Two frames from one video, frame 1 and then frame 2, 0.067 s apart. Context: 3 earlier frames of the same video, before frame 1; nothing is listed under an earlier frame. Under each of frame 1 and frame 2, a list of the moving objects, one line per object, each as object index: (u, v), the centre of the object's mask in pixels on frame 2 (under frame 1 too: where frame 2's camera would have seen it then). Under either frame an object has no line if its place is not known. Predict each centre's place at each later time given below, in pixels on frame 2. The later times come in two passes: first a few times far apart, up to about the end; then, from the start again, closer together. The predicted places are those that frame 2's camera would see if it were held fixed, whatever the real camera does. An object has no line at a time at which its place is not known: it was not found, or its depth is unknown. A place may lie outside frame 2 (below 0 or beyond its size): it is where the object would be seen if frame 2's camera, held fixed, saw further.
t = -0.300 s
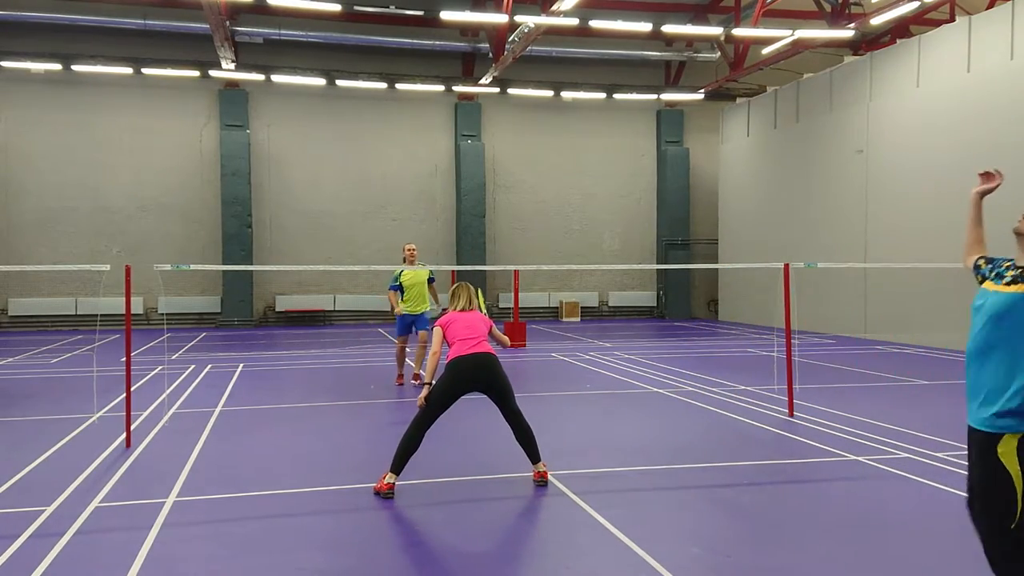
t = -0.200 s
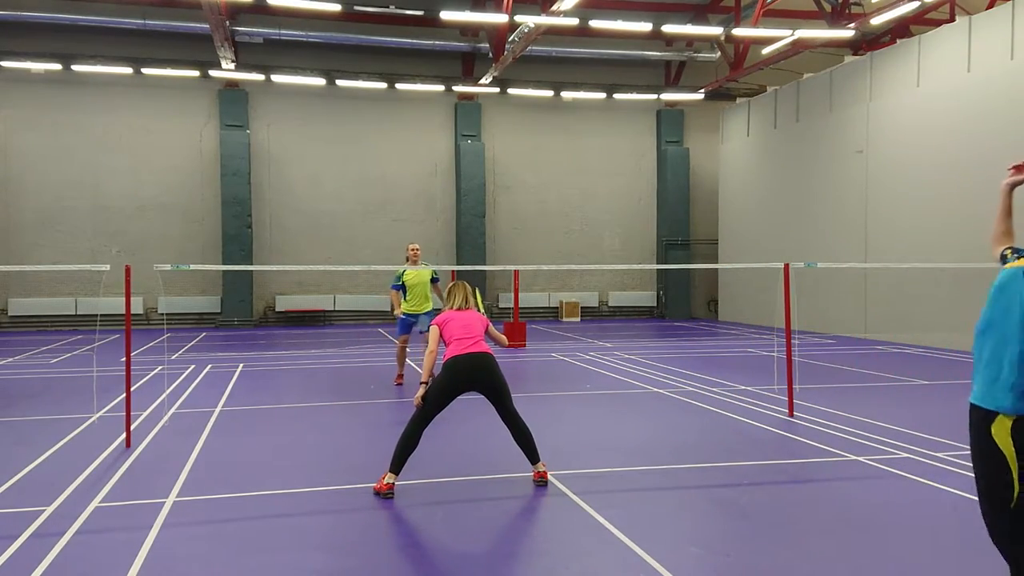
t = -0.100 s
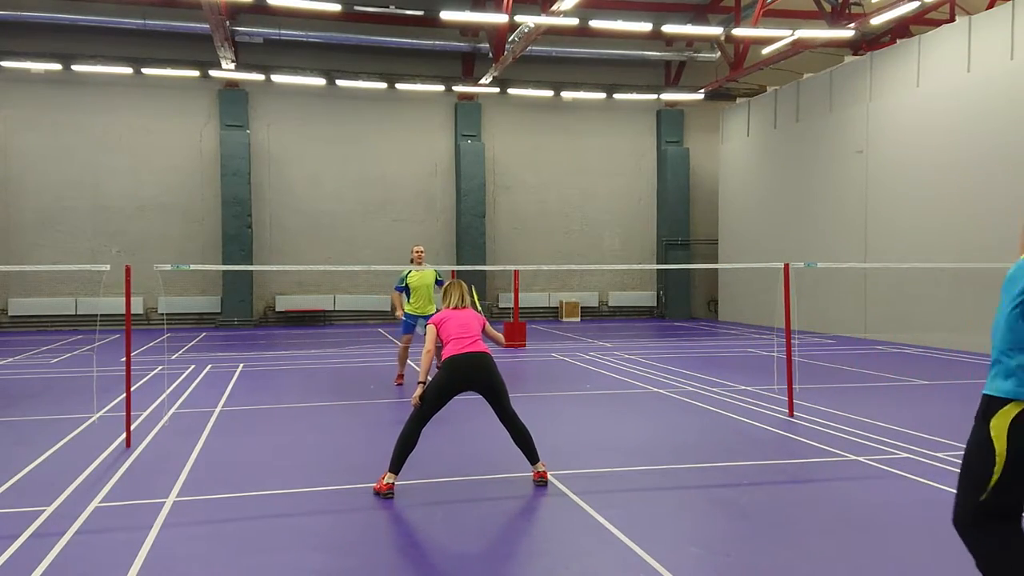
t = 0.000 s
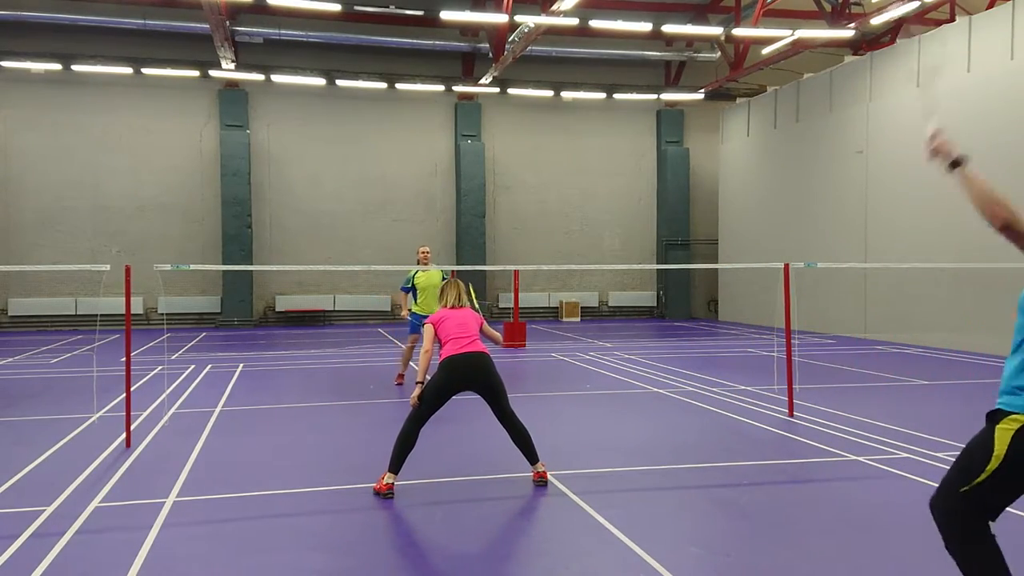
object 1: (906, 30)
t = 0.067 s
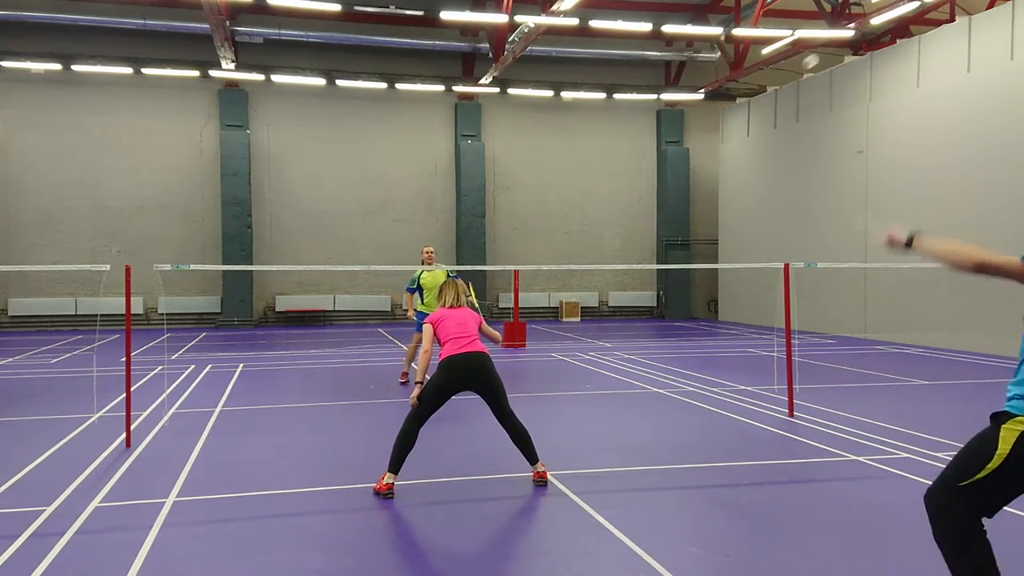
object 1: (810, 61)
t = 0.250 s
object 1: (727, 133)
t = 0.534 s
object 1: (687, 218)
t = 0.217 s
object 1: (736, 122)
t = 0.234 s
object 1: (732, 128)
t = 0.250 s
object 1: (727, 133)
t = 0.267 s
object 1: (723, 138)
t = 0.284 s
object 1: (720, 143)
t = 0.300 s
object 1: (717, 148)
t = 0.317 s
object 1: (714, 153)
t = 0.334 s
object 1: (711, 159)
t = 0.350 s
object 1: (708, 164)
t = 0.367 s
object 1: (706, 169)
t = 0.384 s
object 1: (703, 174)
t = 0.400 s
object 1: (701, 179)
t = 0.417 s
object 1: (699, 184)
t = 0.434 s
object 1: (697, 189)
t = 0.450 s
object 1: (695, 194)
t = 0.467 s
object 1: (693, 199)
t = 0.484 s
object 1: (692, 204)
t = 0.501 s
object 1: (690, 209)
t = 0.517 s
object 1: (689, 213)
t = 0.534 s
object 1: (687, 218)
